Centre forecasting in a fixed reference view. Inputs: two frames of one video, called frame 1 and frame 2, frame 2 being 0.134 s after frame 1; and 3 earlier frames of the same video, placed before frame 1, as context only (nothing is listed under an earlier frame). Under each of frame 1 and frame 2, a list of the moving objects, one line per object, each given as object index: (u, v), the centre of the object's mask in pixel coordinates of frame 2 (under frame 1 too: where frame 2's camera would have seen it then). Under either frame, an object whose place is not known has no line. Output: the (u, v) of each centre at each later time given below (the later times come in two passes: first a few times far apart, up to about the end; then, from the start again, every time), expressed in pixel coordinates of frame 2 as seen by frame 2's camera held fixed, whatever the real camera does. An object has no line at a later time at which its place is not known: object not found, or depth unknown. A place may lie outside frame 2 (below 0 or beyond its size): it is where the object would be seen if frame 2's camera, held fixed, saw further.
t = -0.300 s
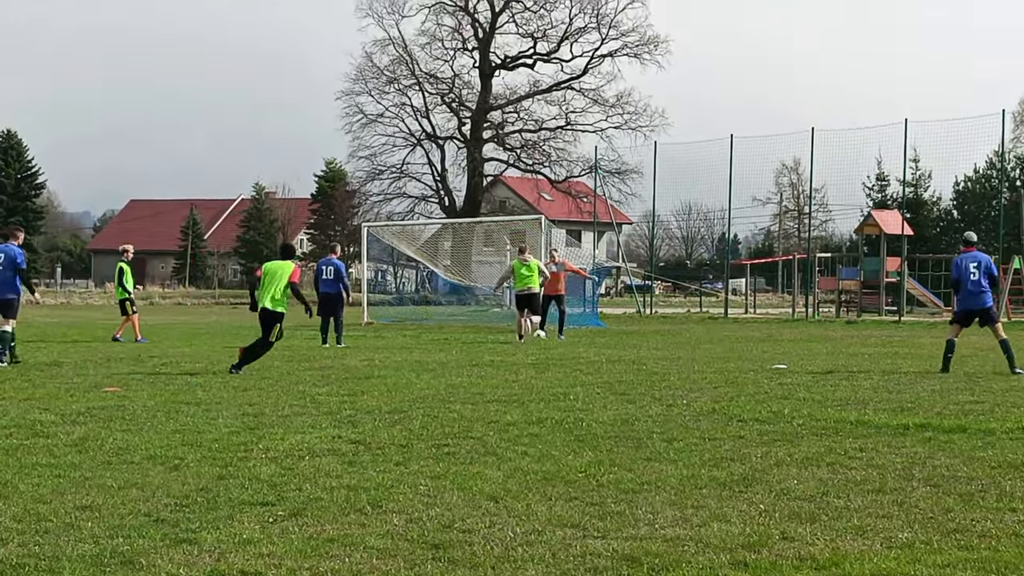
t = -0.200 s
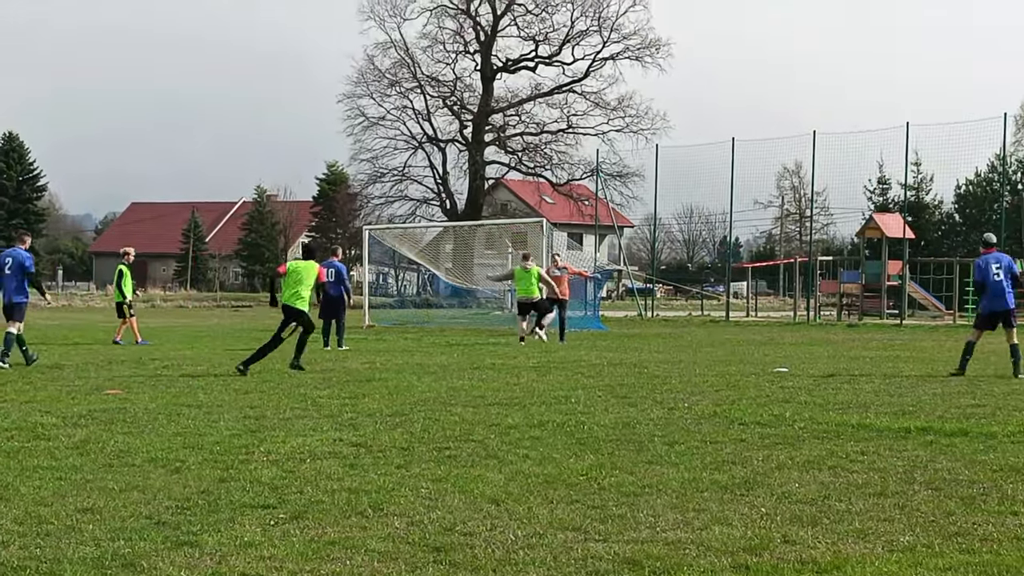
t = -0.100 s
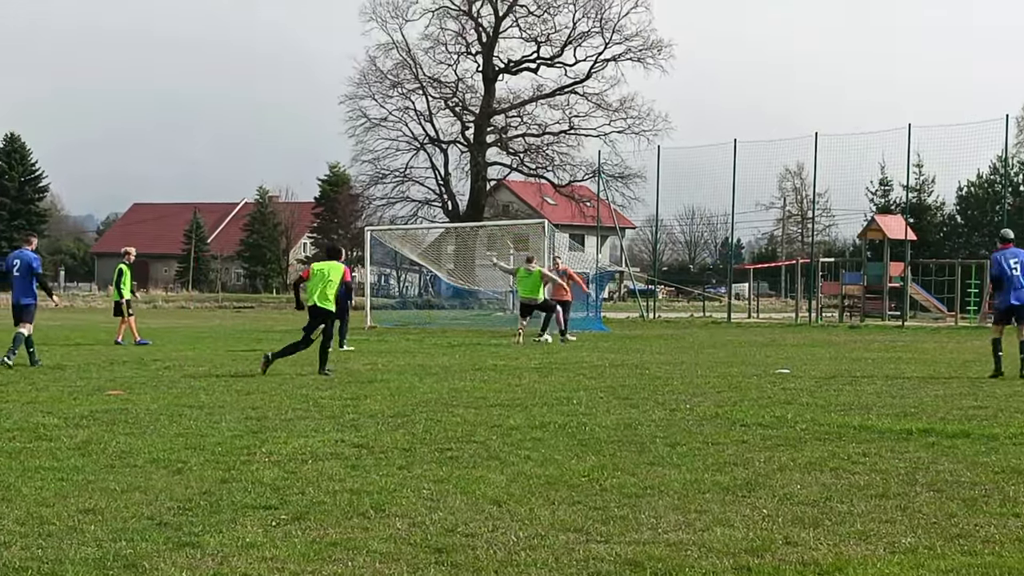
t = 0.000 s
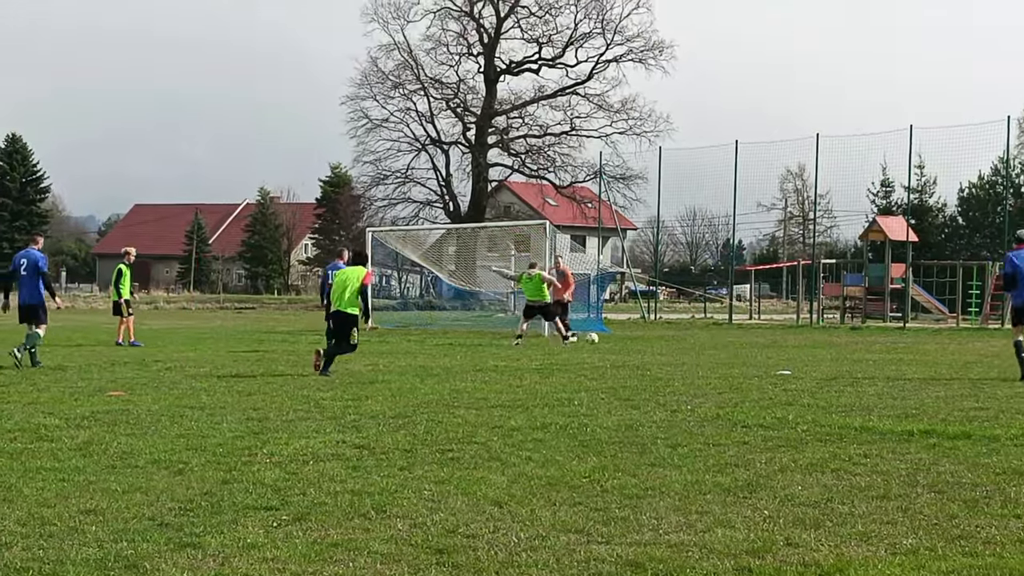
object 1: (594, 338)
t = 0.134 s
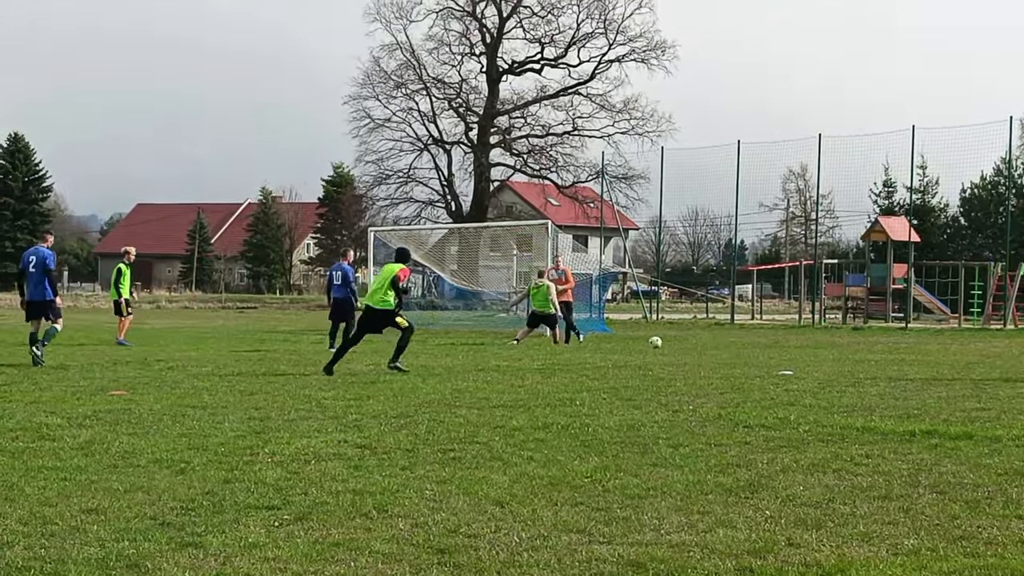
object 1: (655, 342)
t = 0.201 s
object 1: (686, 345)
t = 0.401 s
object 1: (769, 348)
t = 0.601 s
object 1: (845, 349)
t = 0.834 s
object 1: (927, 350)
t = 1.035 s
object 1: (999, 351)
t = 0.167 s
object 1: (671, 344)
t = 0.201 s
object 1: (686, 345)
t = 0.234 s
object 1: (699, 345)
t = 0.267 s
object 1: (713, 344)
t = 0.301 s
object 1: (727, 345)
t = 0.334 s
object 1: (741, 345)
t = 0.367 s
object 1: (756, 347)
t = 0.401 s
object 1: (769, 348)
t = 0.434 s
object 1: (782, 347)
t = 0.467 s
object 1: (794, 347)
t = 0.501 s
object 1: (807, 346)
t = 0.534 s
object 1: (819, 346)
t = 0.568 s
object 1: (832, 347)
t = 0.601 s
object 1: (845, 349)
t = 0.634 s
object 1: (856, 349)
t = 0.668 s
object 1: (868, 349)
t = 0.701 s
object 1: (880, 349)
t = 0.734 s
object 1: (891, 350)
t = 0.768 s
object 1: (903, 351)
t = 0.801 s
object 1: (916, 351)
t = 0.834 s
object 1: (927, 350)
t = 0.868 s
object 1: (939, 349)
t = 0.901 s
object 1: (951, 349)
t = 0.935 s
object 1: (963, 349)
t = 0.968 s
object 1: (975, 351)
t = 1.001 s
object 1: (987, 352)
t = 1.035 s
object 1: (999, 351)
